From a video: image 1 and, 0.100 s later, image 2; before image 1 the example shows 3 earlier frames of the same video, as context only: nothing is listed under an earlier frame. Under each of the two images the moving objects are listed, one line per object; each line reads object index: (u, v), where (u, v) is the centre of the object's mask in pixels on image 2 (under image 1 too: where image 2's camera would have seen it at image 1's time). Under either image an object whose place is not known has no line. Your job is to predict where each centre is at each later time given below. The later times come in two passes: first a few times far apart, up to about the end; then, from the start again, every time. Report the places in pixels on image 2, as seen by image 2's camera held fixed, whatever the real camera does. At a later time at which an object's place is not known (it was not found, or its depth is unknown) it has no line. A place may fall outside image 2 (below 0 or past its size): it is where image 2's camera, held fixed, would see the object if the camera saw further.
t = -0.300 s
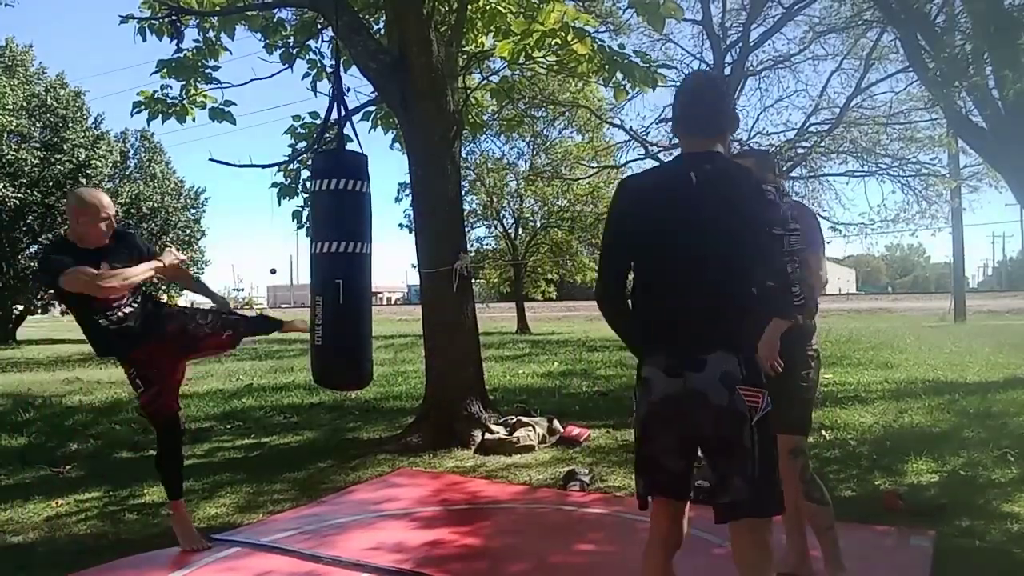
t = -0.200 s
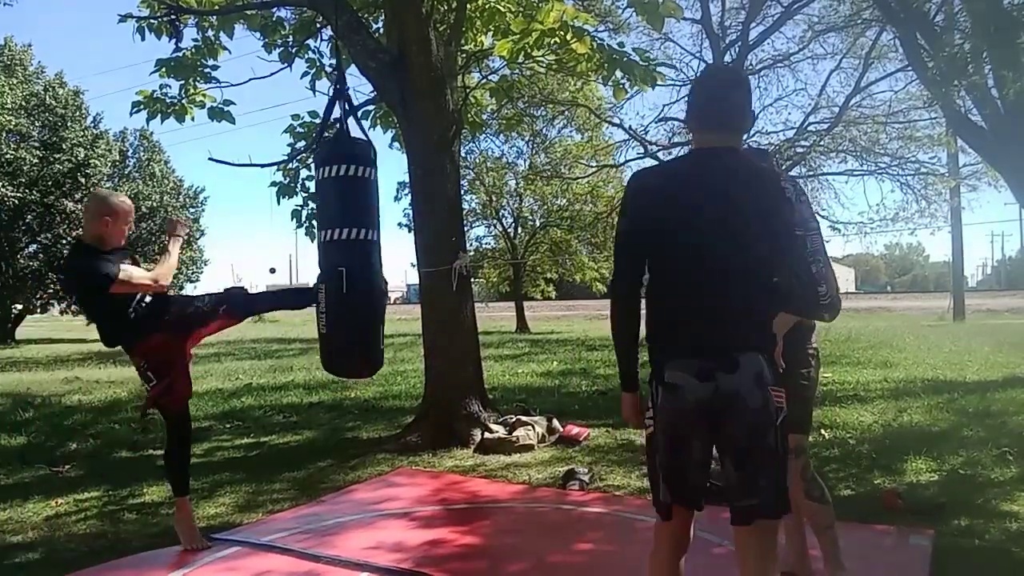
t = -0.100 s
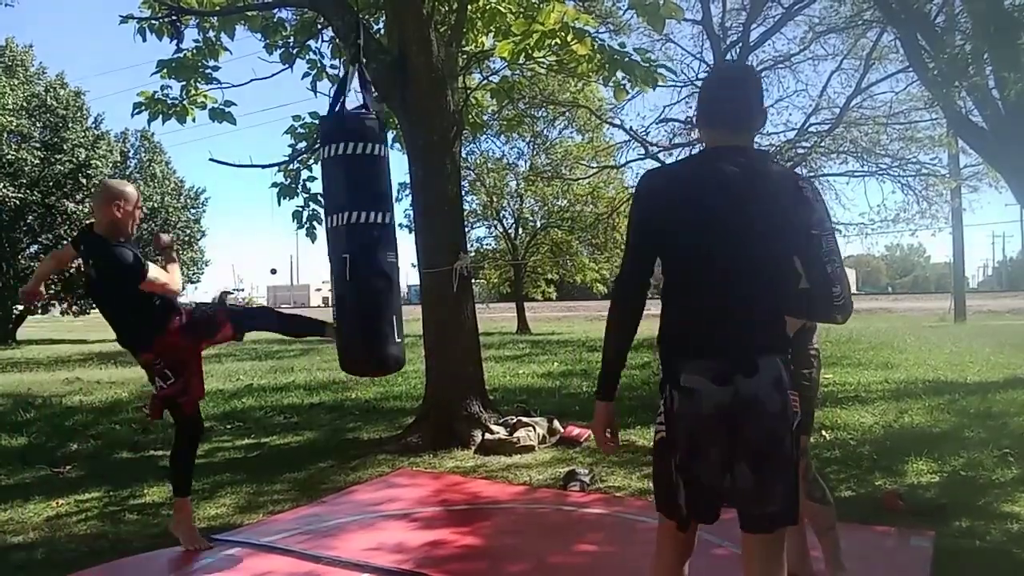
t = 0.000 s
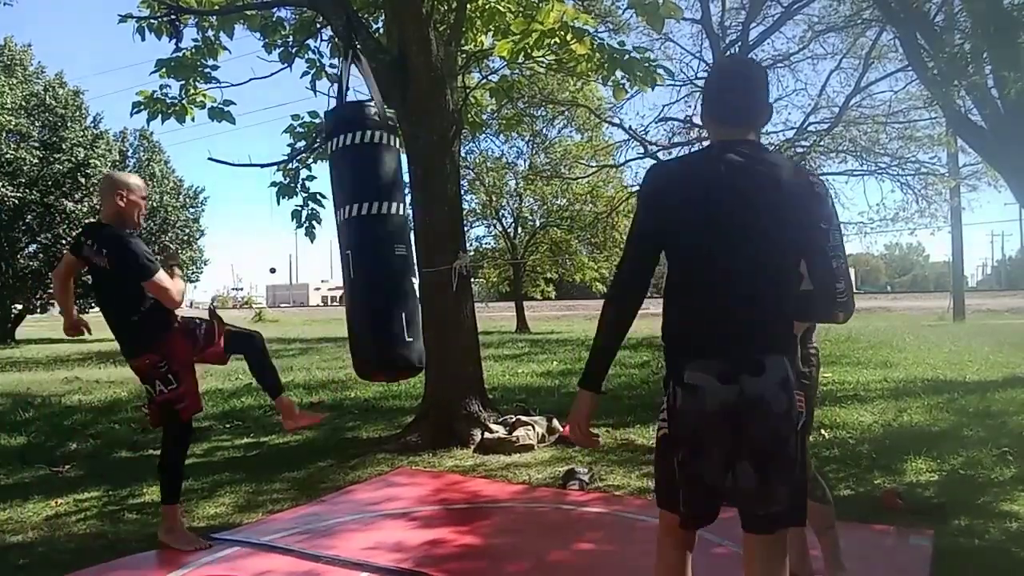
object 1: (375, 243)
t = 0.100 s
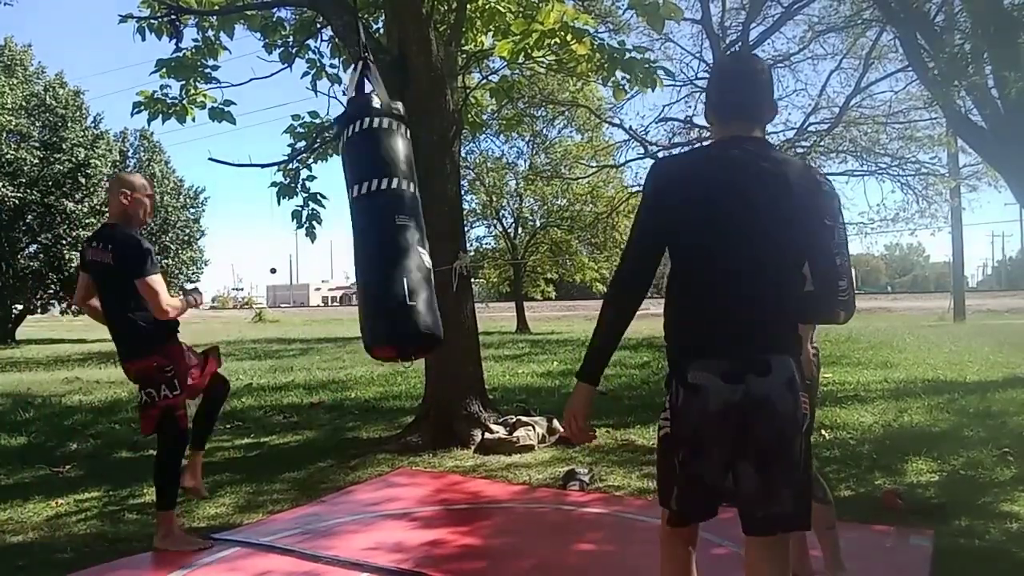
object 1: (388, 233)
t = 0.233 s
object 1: (400, 200)
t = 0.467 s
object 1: (410, 158)
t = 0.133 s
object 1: (391, 225)
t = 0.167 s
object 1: (394, 215)
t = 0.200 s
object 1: (397, 207)
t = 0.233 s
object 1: (400, 200)
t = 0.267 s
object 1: (402, 192)
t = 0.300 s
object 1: (404, 184)
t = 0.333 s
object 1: (407, 181)
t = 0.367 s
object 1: (409, 179)
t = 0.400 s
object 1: (410, 172)
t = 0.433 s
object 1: (411, 167)
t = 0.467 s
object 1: (410, 158)
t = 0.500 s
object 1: (410, 151)
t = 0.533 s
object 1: (408, 146)
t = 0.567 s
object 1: (407, 145)
